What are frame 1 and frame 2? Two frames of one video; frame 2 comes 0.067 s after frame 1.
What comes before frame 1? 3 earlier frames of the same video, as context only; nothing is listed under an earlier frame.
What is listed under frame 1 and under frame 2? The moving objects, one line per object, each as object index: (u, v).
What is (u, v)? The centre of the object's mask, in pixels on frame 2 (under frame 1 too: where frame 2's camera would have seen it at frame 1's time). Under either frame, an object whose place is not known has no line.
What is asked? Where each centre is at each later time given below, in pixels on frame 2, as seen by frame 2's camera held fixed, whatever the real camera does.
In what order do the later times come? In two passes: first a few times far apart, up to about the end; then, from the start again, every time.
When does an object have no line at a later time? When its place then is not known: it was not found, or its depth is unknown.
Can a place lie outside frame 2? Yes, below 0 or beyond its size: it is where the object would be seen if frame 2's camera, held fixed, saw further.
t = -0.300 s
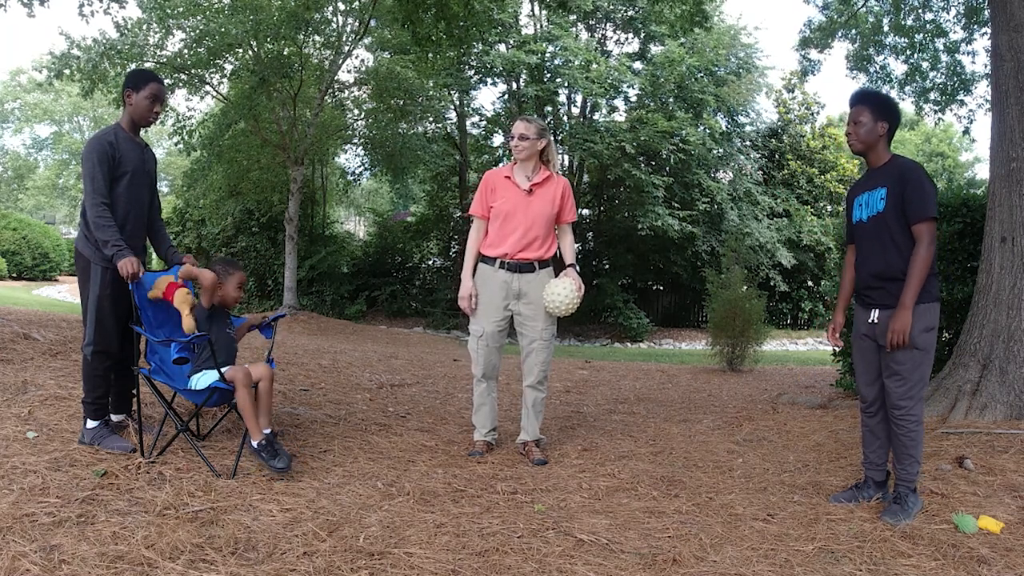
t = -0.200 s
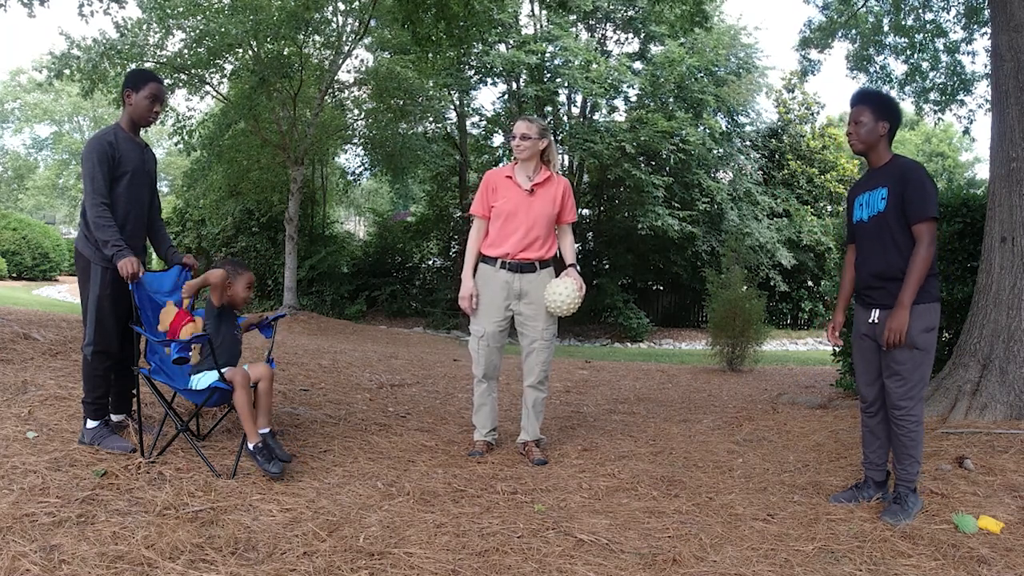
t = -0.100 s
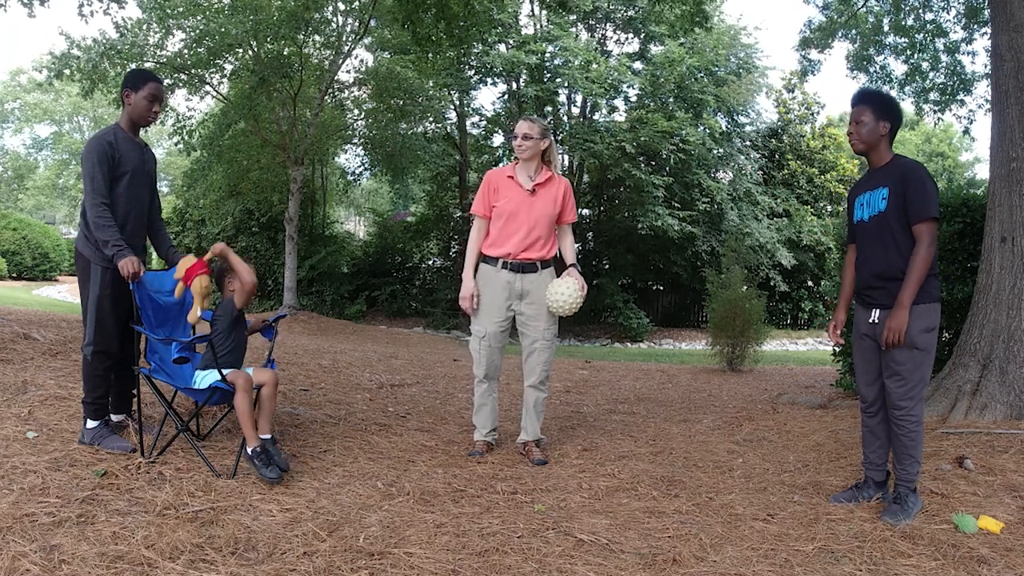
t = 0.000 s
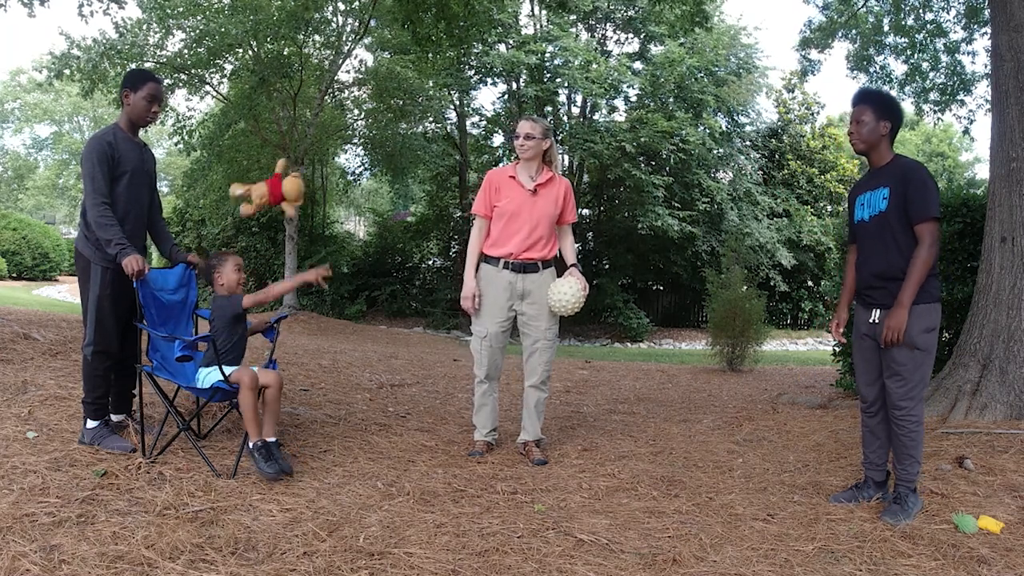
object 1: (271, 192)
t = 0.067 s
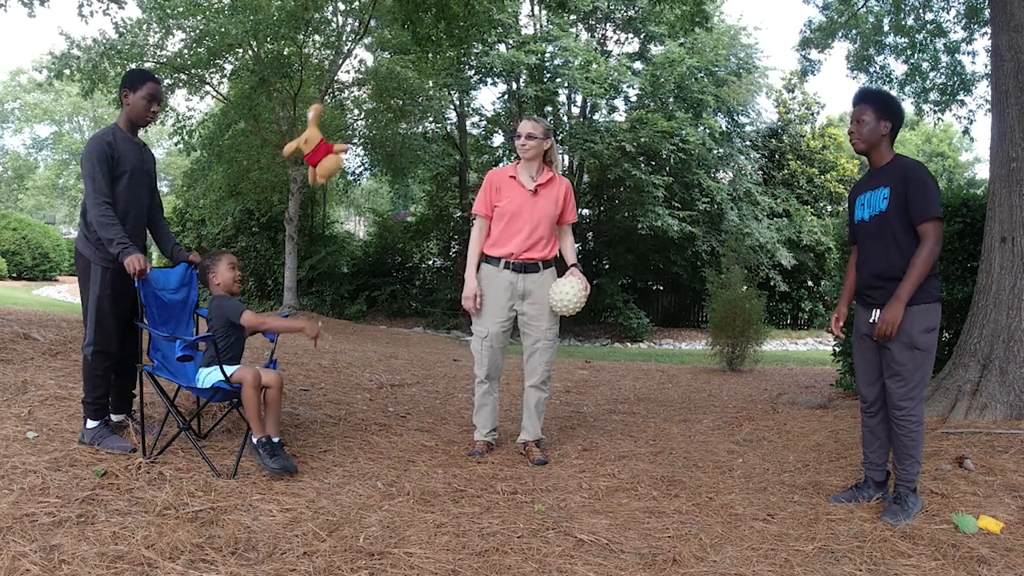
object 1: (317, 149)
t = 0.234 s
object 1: (447, 51)
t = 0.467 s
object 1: (614, 75)
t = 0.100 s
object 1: (337, 126)
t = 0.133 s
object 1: (361, 102)
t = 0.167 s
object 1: (386, 81)
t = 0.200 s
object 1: (417, 63)
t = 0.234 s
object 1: (447, 51)
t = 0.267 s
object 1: (477, 45)
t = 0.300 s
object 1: (504, 43)
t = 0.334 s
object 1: (531, 45)
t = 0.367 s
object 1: (555, 50)
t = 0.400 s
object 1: (576, 57)
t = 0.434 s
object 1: (595, 65)
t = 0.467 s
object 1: (614, 75)
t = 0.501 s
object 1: (631, 85)
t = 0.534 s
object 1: (648, 95)
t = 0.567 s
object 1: (666, 106)
